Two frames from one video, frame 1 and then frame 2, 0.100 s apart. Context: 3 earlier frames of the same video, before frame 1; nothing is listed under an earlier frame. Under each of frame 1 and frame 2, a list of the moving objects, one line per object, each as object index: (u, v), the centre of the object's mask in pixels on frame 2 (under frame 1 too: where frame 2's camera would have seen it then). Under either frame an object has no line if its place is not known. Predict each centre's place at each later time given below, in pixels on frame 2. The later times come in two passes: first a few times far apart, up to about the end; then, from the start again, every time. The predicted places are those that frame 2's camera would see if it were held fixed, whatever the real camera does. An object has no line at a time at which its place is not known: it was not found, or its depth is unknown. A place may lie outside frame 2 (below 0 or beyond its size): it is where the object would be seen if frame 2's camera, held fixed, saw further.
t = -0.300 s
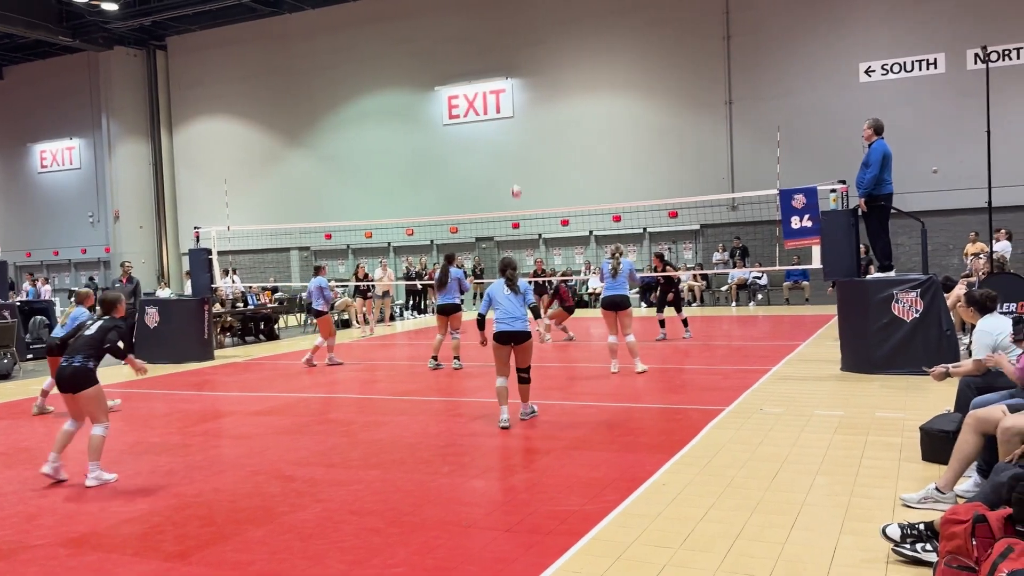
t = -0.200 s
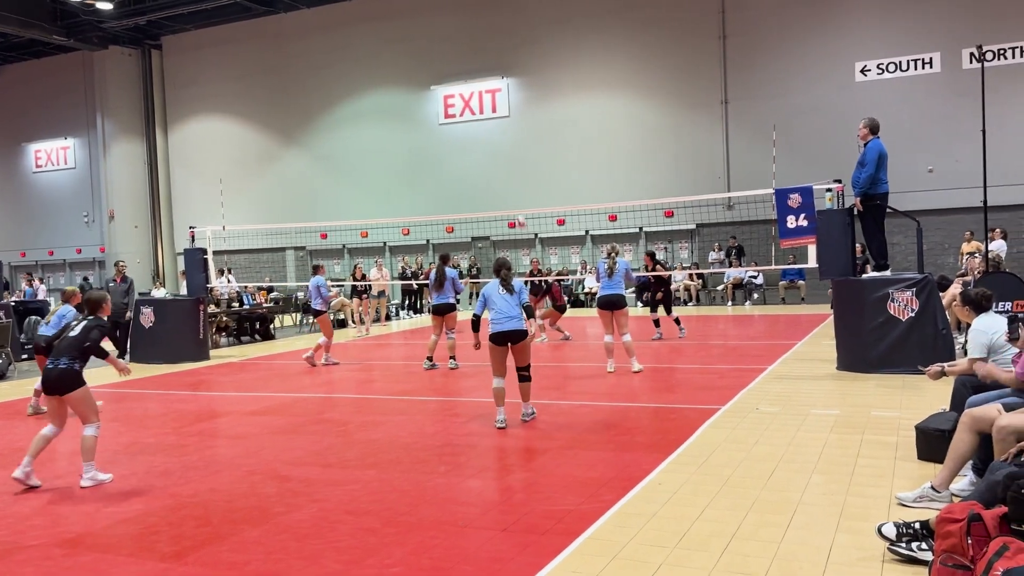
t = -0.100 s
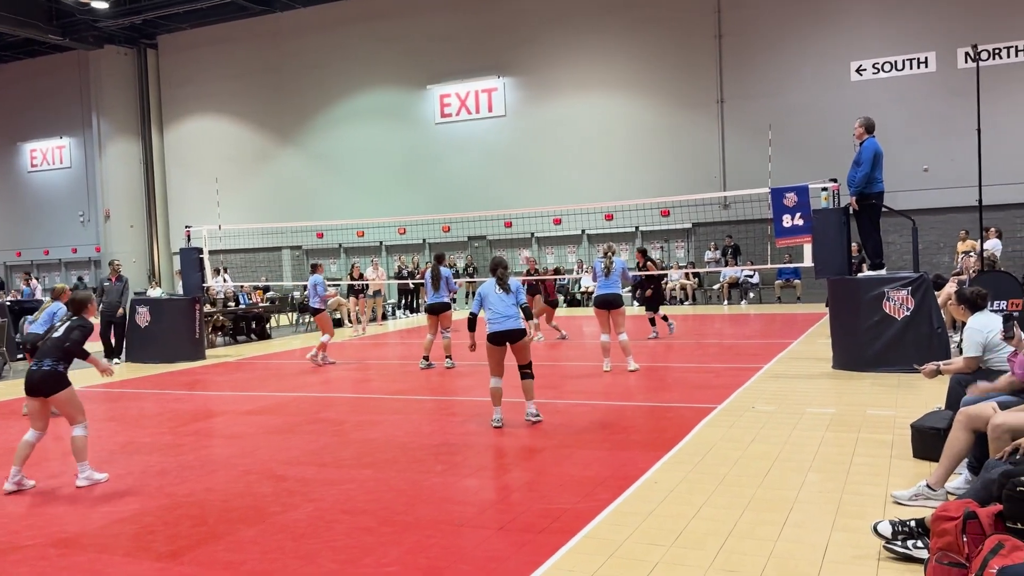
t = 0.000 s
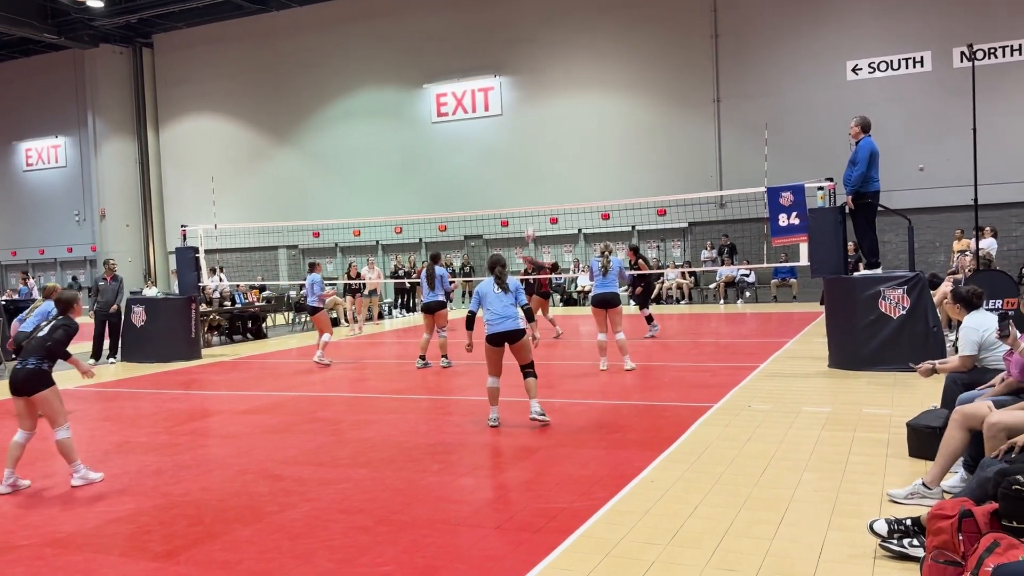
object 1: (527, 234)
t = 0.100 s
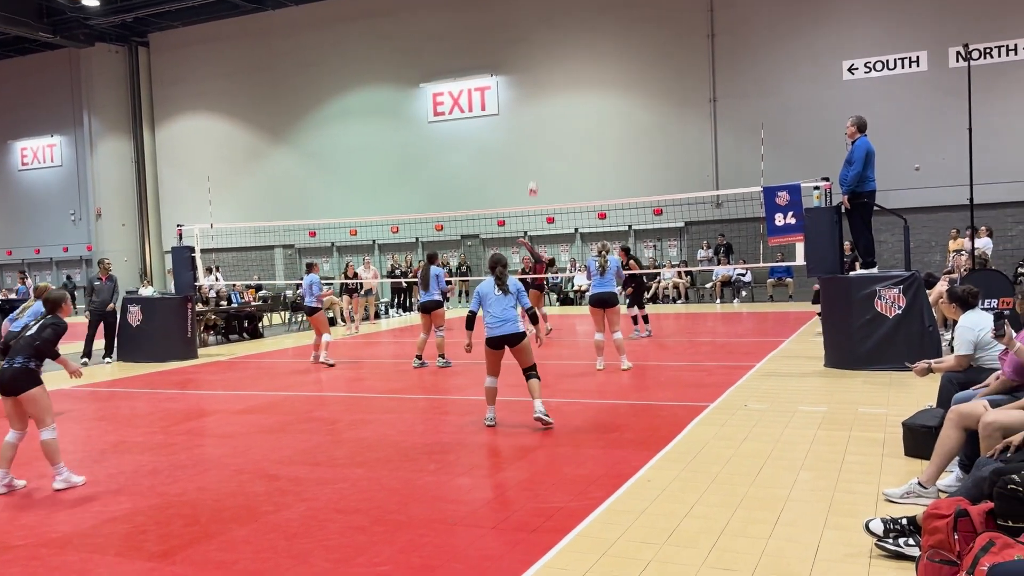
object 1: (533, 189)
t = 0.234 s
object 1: (541, 137)
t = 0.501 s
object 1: (560, 59)
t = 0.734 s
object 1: (579, 21)
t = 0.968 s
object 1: (602, 18)
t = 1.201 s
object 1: (626, 50)
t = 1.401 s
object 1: (648, 109)
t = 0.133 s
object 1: (535, 175)
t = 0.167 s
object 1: (538, 162)
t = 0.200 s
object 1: (539, 149)
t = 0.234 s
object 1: (541, 137)
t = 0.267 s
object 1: (543, 126)
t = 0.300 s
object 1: (545, 114)
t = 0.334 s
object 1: (547, 104)
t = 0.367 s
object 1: (550, 94)
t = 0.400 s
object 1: (552, 84)
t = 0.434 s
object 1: (554, 75)
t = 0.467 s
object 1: (557, 67)
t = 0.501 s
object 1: (560, 59)
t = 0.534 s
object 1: (562, 51)
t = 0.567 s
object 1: (565, 45)
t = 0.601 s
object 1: (568, 39)
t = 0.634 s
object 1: (571, 33)
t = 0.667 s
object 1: (574, 29)
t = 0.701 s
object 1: (576, 25)
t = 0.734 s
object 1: (579, 21)
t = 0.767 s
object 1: (582, 18)
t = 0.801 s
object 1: (585, 17)
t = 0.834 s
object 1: (589, 16)
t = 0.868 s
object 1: (592, 16)
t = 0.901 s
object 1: (595, 16)
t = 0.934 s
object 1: (599, 17)
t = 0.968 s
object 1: (602, 18)
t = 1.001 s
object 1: (605, 20)
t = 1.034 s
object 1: (608, 23)
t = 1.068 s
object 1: (612, 27)
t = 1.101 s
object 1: (616, 31)
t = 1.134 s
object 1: (619, 37)
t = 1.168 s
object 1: (623, 43)
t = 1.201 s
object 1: (626, 50)
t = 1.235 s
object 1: (630, 58)
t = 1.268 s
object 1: (633, 66)
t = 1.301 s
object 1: (637, 75)
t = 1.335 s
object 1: (640, 86)
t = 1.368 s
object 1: (644, 96)
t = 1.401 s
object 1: (648, 109)
